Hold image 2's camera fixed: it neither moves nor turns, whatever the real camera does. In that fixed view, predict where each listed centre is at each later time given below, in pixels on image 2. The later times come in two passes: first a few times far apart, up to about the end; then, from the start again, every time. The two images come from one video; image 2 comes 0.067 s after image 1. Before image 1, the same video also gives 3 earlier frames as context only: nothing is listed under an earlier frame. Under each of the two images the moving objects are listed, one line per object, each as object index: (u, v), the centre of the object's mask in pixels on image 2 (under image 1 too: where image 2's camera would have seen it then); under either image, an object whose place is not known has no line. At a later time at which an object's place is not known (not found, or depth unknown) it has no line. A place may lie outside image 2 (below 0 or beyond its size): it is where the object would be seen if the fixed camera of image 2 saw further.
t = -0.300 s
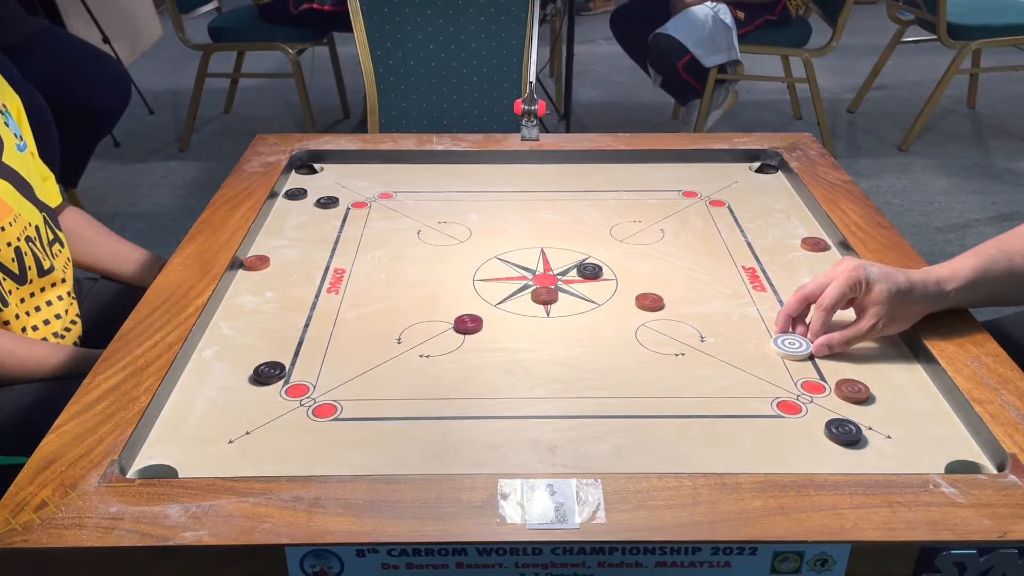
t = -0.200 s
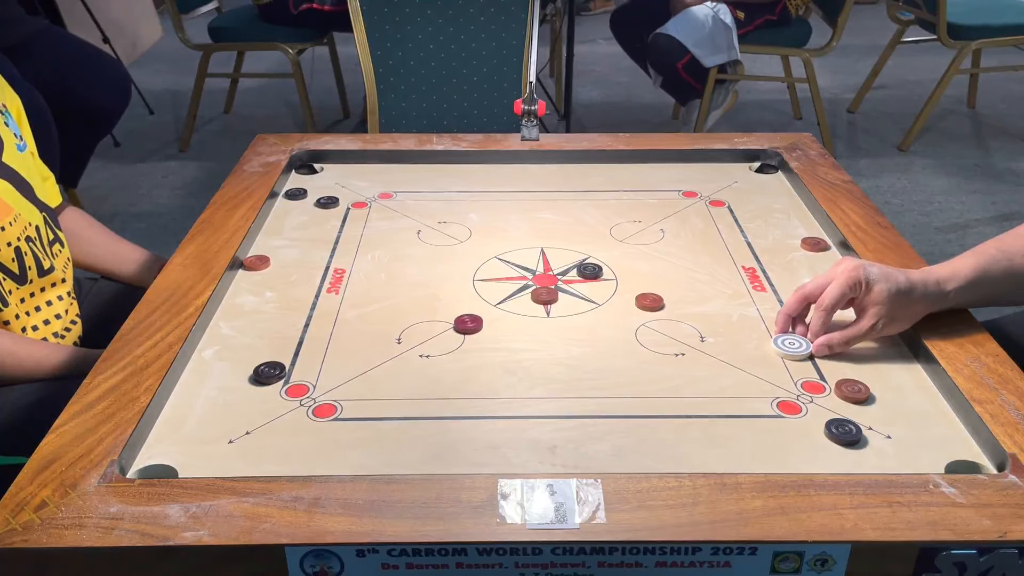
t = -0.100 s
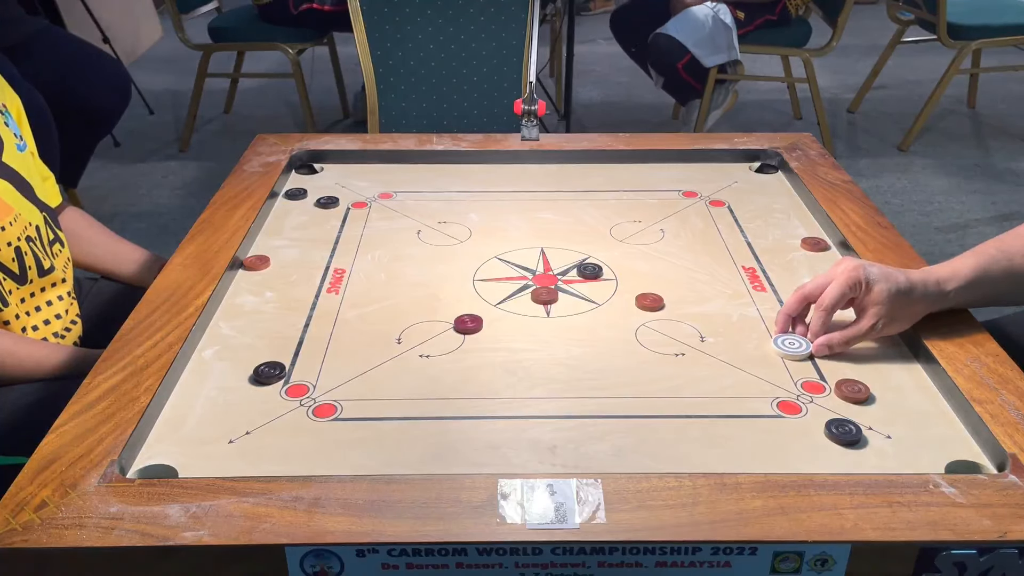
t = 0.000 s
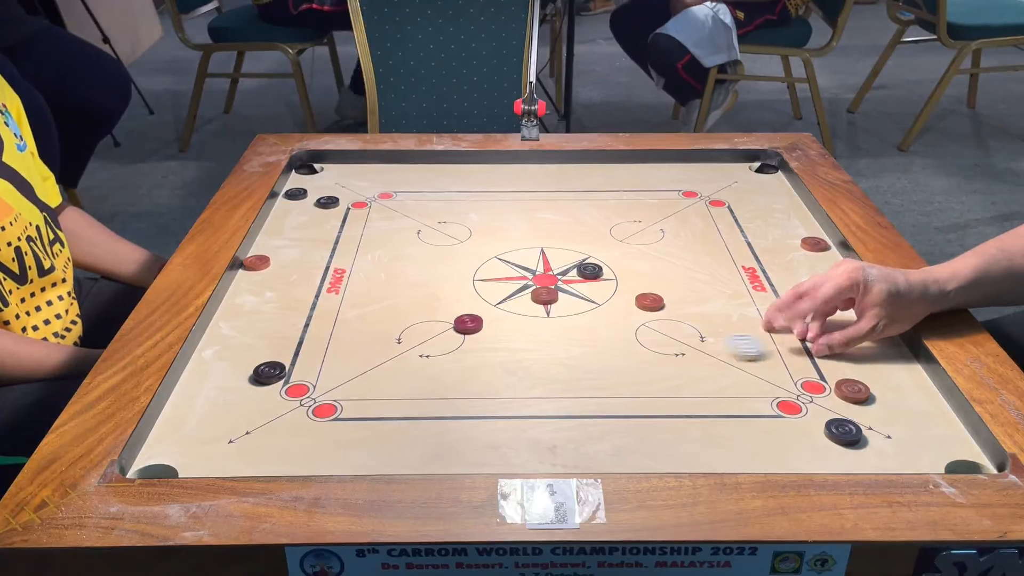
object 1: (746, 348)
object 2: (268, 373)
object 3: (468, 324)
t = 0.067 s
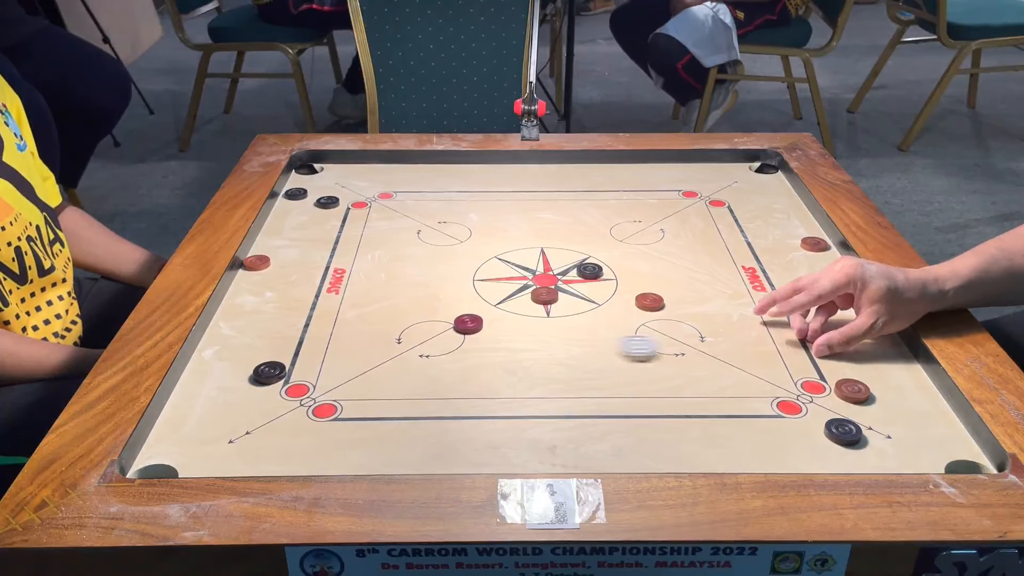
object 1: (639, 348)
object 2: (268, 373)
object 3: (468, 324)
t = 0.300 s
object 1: (290, 351)
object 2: (268, 373)
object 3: (468, 324)
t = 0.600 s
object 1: (475, 342)
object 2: (275, 404)
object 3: (470, 320)
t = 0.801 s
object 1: (648, 346)
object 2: (276, 414)
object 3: (485, 297)
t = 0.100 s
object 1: (588, 348)
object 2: (268, 373)
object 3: (468, 324)
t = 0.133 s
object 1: (537, 349)
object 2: (268, 373)
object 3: (468, 324)
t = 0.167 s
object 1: (486, 349)
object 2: (268, 373)
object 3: (468, 324)
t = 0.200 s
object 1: (435, 350)
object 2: (268, 373)
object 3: (468, 324)
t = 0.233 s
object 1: (387, 351)
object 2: (268, 373)
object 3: (468, 324)
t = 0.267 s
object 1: (338, 351)
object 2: (268, 373)
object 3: (468, 324)
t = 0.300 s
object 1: (290, 351)
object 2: (268, 373)
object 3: (468, 324)
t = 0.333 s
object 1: (240, 353)
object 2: (268, 373)
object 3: (468, 324)
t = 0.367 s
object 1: (222, 353)
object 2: (268, 373)
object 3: (468, 324)
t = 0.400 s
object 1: (261, 352)
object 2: (268, 373)
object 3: (468, 324)
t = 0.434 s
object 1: (301, 351)
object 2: (270, 379)
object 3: (468, 324)
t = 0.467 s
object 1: (338, 349)
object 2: (272, 385)
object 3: (468, 324)
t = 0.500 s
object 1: (374, 347)
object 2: (273, 390)
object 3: (468, 324)
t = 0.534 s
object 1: (409, 345)
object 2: (274, 395)
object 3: (468, 324)
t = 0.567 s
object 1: (444, 342)
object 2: (274, 400)
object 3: (468, 323)
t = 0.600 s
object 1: (475, 342)
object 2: (275, 404)
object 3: (470, 320)
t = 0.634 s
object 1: (506, 343)
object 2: (275, 408)
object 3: (473, 316)
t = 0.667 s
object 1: (536, 343)
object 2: (276, 411)
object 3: (476, 311)
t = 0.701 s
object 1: (565, 344)
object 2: (276, 412)
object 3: (479, 307)
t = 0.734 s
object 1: (593, 345)
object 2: (276, 413)
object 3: (481, 303)
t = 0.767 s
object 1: (620, 346)
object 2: (276, 414)
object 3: (483, 300)
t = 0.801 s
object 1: (648, 346)
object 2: (276, 414)
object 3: (485, 297)
